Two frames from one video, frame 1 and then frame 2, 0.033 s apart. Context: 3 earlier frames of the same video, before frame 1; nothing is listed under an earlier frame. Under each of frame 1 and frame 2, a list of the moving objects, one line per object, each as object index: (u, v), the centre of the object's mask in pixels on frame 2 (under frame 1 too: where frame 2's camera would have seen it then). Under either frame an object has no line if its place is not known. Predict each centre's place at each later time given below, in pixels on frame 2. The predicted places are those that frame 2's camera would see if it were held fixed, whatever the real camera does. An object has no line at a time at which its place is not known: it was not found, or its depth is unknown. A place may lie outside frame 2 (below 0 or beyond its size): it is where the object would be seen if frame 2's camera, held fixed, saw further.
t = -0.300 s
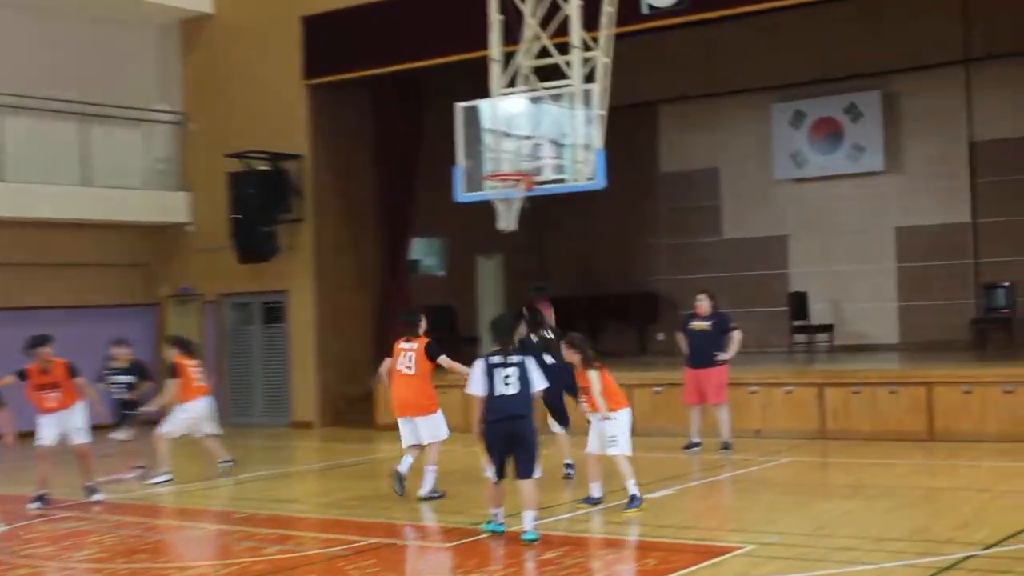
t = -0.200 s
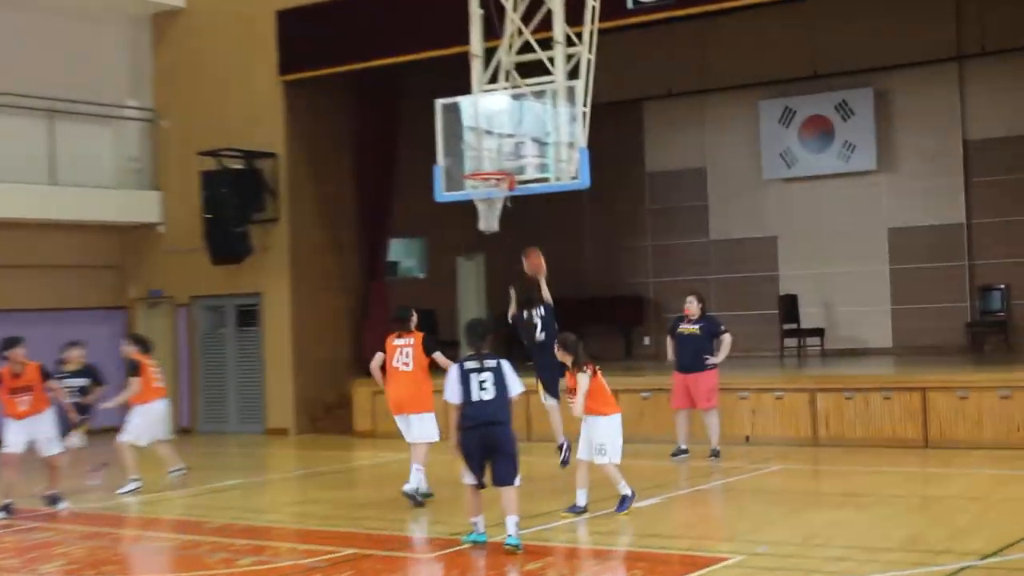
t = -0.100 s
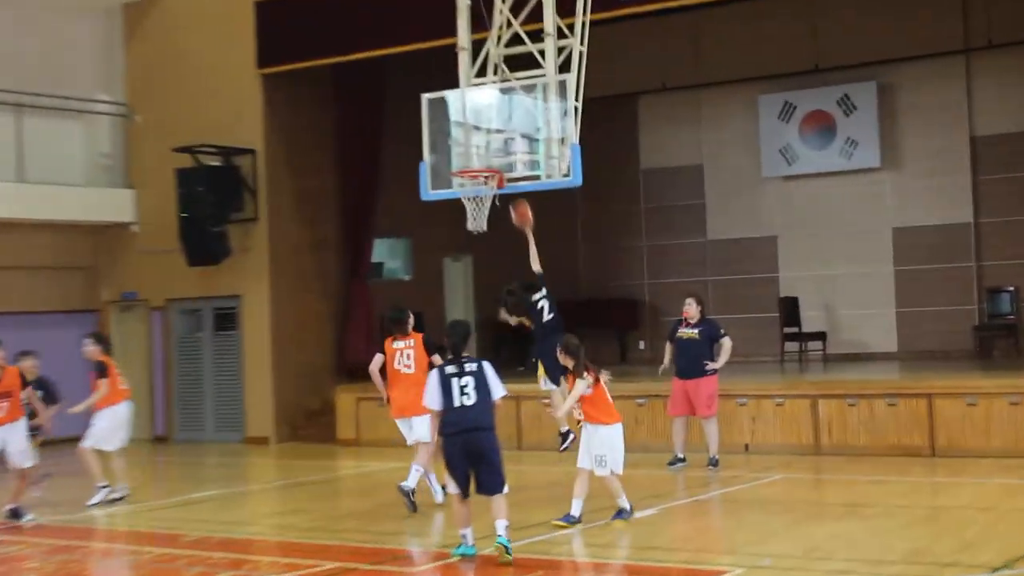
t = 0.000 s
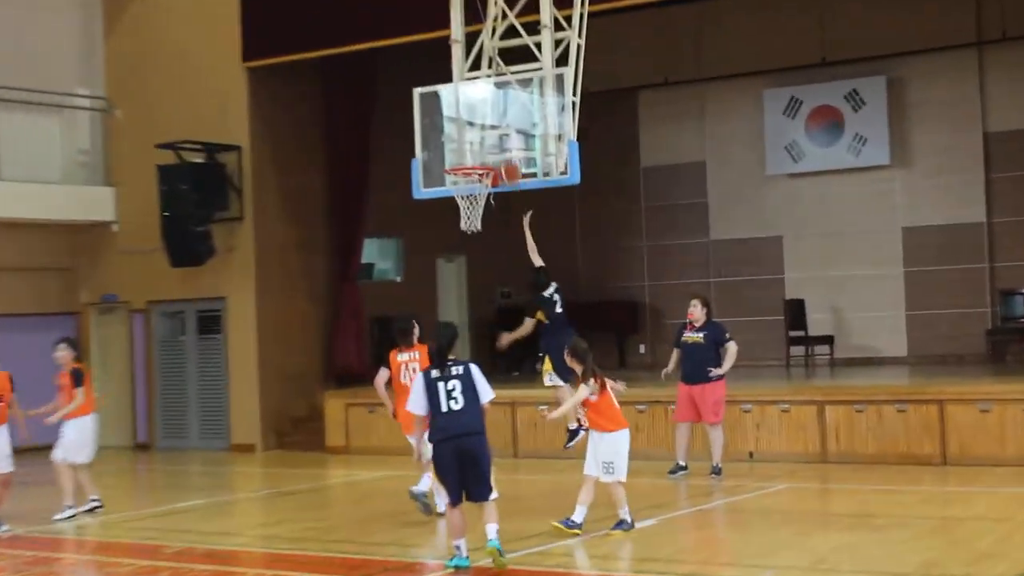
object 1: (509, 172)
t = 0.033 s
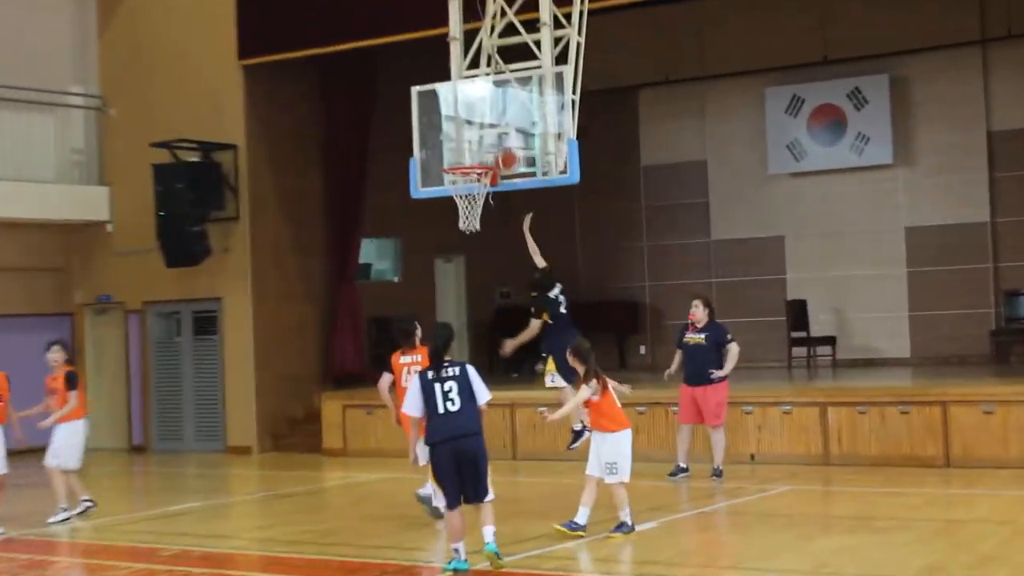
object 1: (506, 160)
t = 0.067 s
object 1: (504, 149)
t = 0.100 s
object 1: (504, 142)
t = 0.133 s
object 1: (501, 134)
